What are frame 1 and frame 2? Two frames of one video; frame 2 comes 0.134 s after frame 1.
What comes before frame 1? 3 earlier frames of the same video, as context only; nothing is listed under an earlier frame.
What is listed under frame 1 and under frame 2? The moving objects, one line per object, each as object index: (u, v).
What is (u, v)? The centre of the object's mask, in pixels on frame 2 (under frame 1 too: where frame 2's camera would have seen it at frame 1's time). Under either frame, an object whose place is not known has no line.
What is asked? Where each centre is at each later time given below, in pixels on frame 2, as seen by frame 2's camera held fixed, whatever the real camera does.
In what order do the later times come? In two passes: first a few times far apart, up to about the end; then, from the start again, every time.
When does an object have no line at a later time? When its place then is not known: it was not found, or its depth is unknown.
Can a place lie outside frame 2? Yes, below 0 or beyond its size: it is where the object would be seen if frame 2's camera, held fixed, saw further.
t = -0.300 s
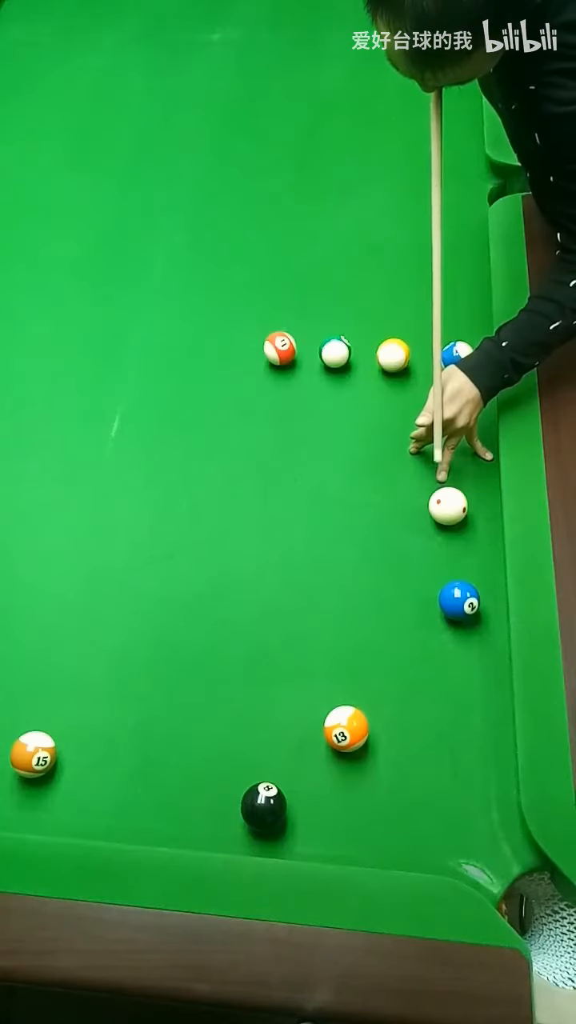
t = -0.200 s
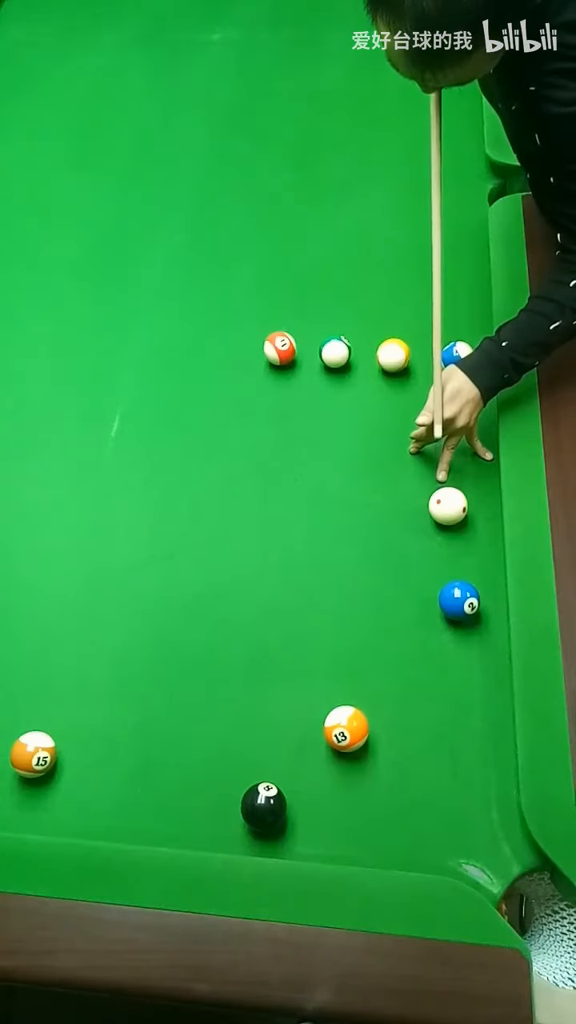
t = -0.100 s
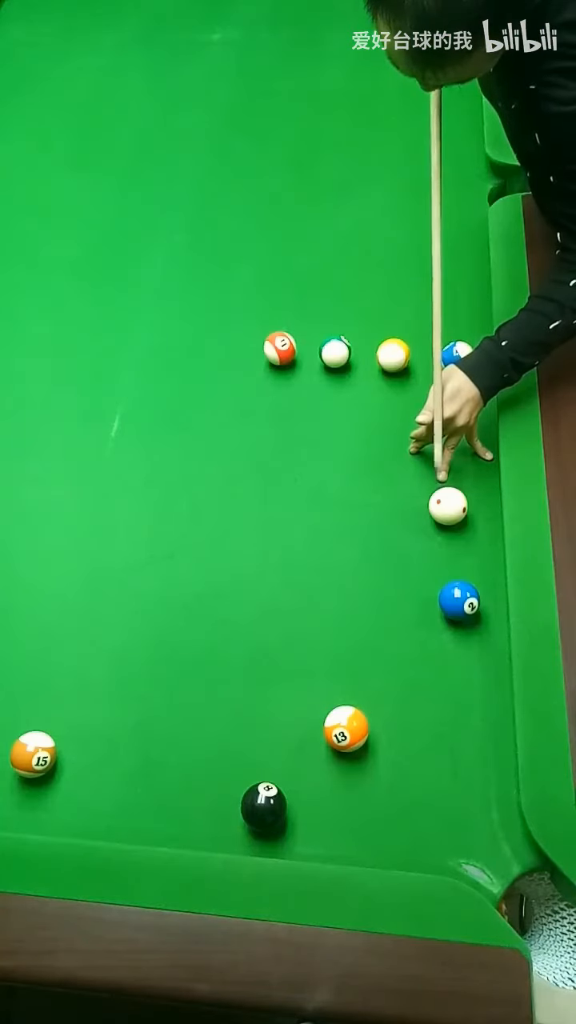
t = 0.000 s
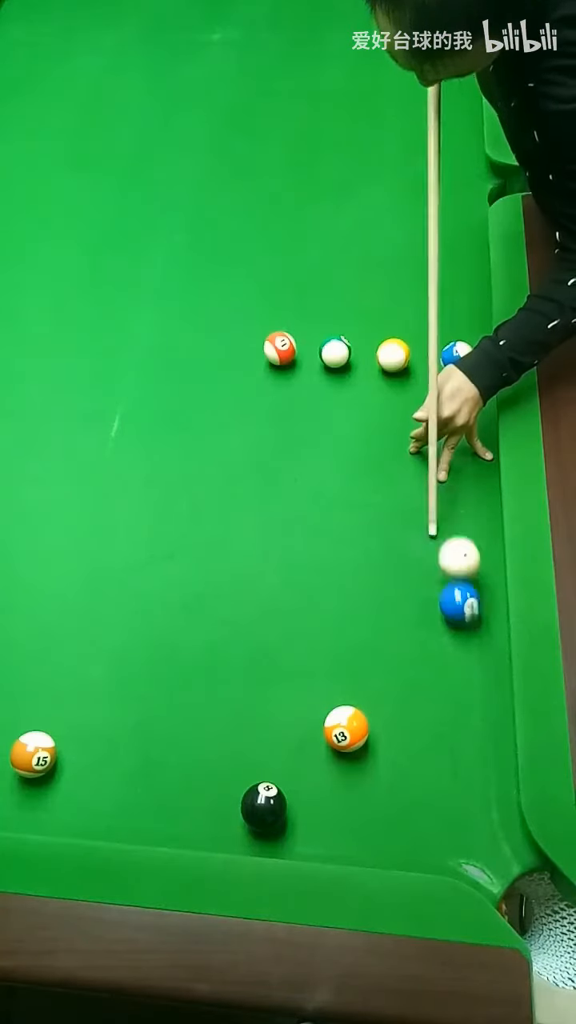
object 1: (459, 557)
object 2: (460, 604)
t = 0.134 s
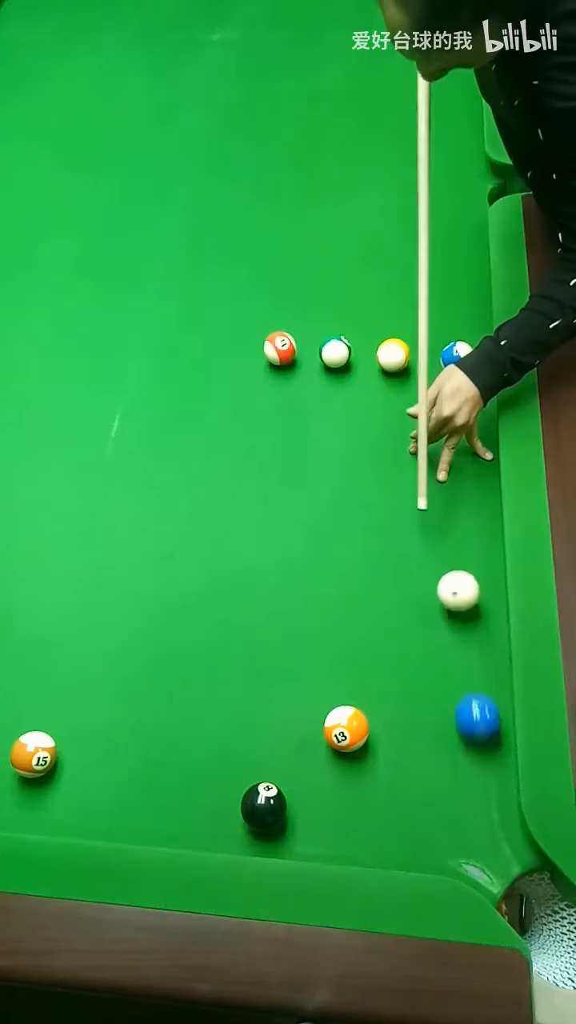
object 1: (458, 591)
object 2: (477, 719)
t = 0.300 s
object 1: (435, 607)
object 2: (498, 841)
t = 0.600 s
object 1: (386, 627)
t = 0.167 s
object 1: (456, 593)
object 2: (482, 741)
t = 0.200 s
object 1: (452, 599)
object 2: (485, 766)
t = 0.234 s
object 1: (447, 602)
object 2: (489, 791)
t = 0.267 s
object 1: (441, 604)
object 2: (493, 814)
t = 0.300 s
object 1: (435, 607)
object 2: (498, 841)
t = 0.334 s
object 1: (430, 610)
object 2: (502, 867)
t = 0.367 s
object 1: (424, 612)
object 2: (509, 891)
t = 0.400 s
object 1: (419, 614)
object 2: (524, 896)
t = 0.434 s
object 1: (413, 616)
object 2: (537, 898)
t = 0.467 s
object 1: (408, 618)
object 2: (547, 903)
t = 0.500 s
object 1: (402, 621)
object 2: (548, 924)
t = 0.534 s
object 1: (397, 623)
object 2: (547, 937)
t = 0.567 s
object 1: (391, 625)
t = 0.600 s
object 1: (386, 627)
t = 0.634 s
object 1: (381, 629)
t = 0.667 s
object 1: (375, 631)
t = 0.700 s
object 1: (370, 633)
